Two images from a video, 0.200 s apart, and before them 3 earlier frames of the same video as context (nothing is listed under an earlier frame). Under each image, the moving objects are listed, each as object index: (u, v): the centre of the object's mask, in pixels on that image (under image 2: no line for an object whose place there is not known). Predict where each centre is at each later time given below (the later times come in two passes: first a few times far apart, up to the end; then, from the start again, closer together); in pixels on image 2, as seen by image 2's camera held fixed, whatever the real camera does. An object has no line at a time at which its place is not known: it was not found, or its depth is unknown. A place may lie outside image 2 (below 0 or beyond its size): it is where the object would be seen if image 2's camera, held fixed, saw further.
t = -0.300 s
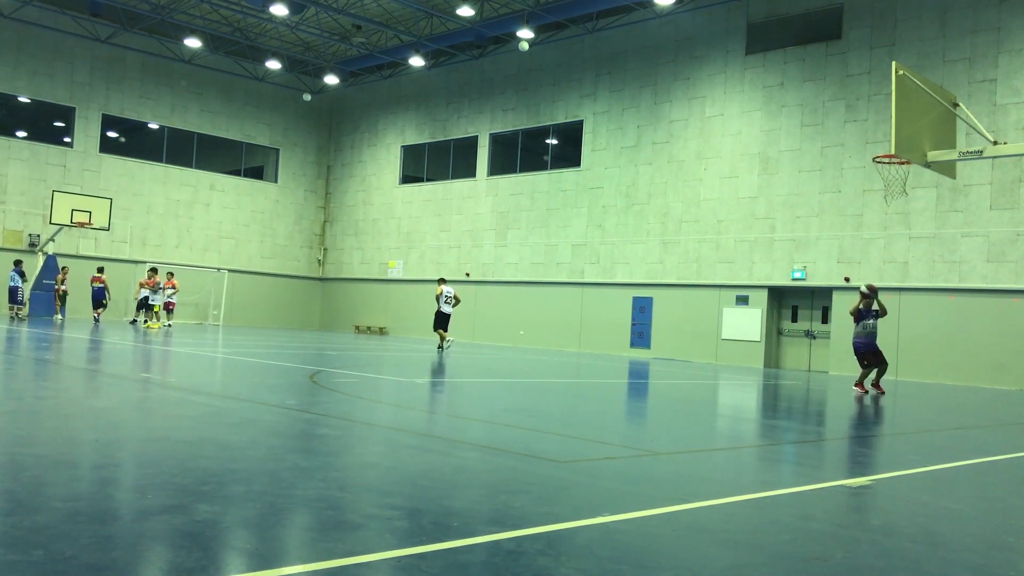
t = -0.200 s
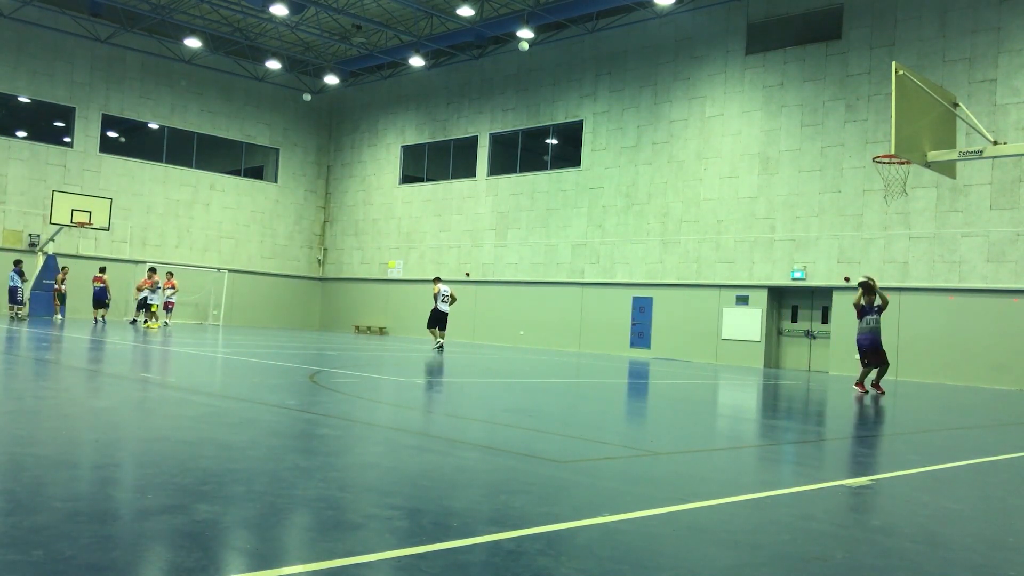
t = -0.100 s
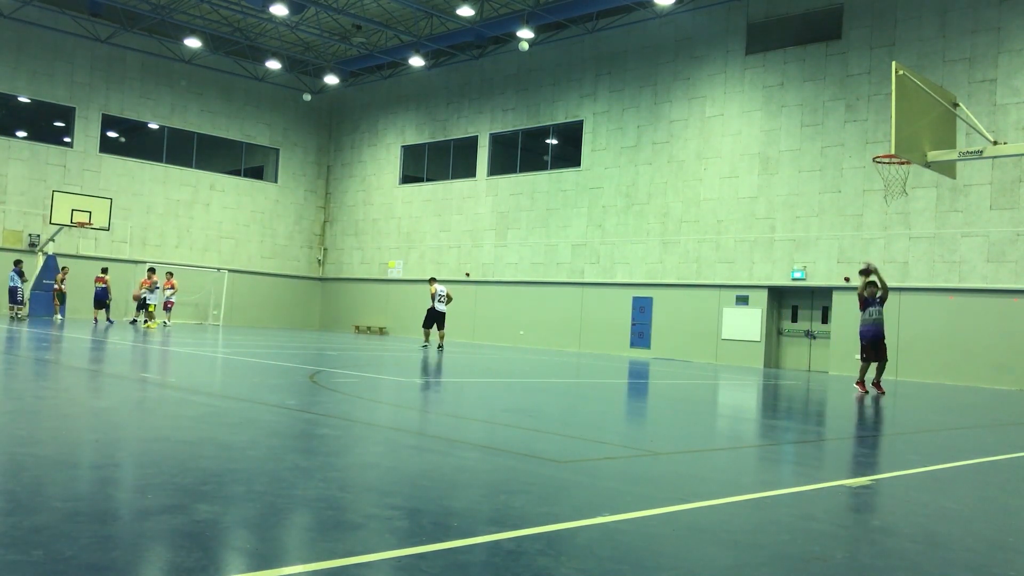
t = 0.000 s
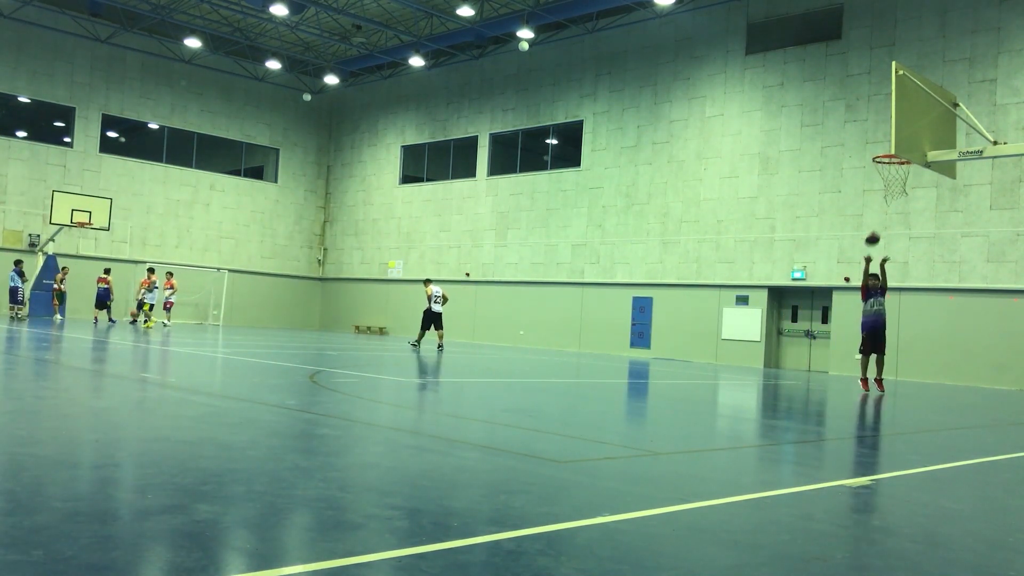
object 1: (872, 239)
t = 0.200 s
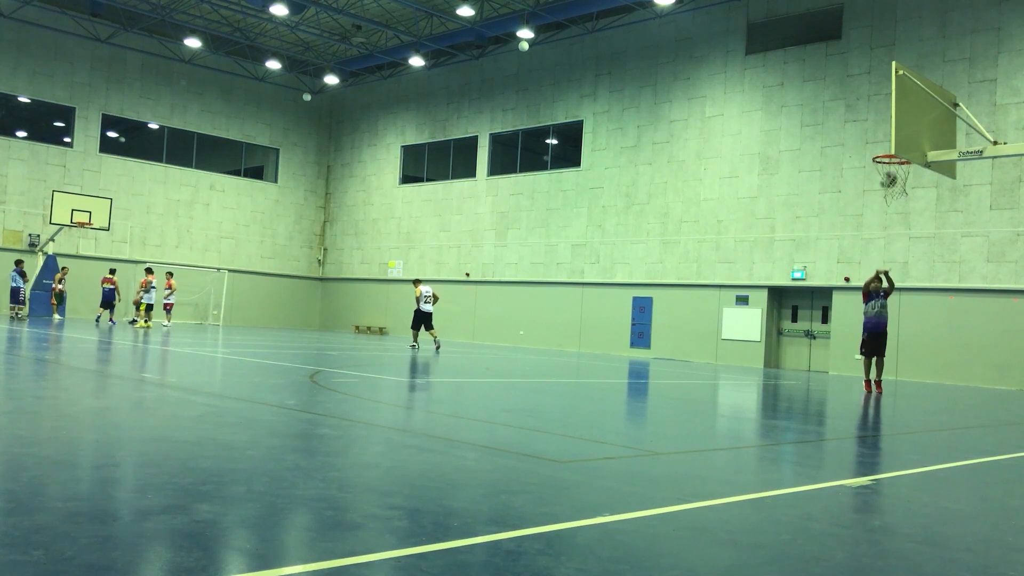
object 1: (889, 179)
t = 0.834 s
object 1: (883, 169)
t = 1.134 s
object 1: (895, 249)
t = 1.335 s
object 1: (902, 341)
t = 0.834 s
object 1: (883, 169)
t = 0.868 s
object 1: (884, 175)
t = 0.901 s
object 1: (885, 182)
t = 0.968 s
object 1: (888, 199)
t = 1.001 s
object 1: (890, 206)
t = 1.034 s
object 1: (891, 215)
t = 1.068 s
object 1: (893, 225)
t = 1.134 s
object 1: (895, 249)
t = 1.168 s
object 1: (897, 262)
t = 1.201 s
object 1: (898, 275)
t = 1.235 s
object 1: (899, 291)
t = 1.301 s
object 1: (901, 325)
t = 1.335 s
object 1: (902, 341)
